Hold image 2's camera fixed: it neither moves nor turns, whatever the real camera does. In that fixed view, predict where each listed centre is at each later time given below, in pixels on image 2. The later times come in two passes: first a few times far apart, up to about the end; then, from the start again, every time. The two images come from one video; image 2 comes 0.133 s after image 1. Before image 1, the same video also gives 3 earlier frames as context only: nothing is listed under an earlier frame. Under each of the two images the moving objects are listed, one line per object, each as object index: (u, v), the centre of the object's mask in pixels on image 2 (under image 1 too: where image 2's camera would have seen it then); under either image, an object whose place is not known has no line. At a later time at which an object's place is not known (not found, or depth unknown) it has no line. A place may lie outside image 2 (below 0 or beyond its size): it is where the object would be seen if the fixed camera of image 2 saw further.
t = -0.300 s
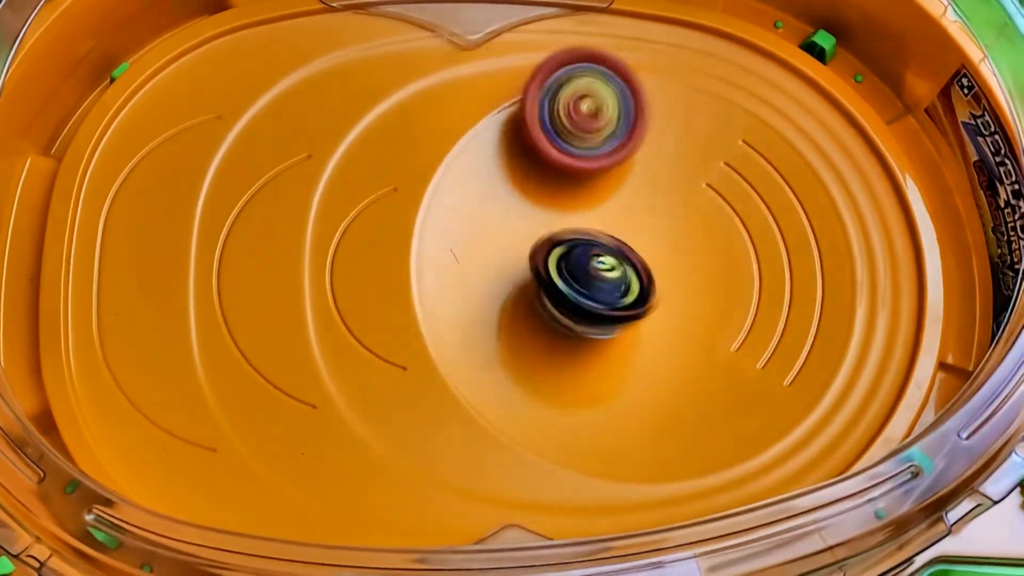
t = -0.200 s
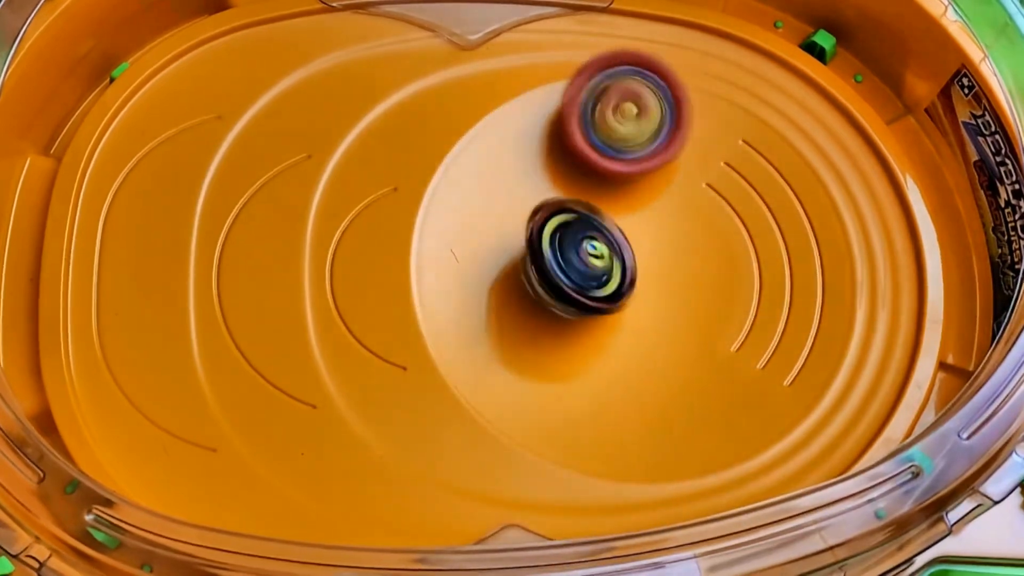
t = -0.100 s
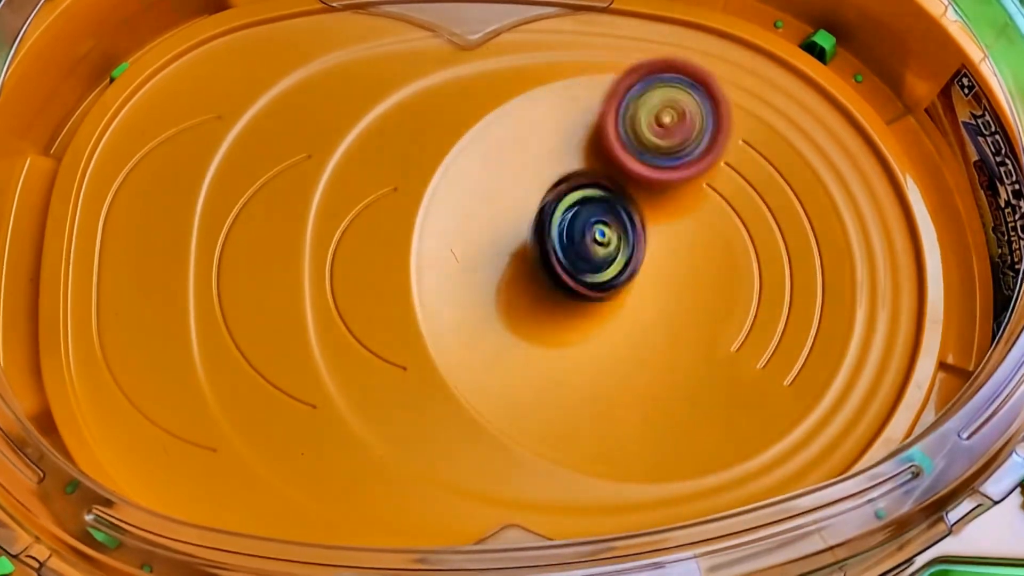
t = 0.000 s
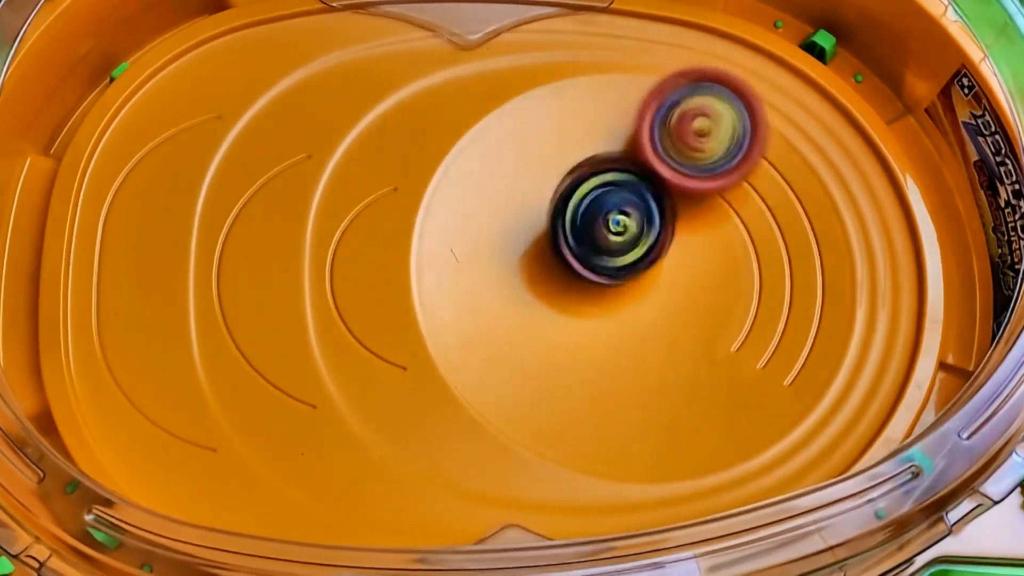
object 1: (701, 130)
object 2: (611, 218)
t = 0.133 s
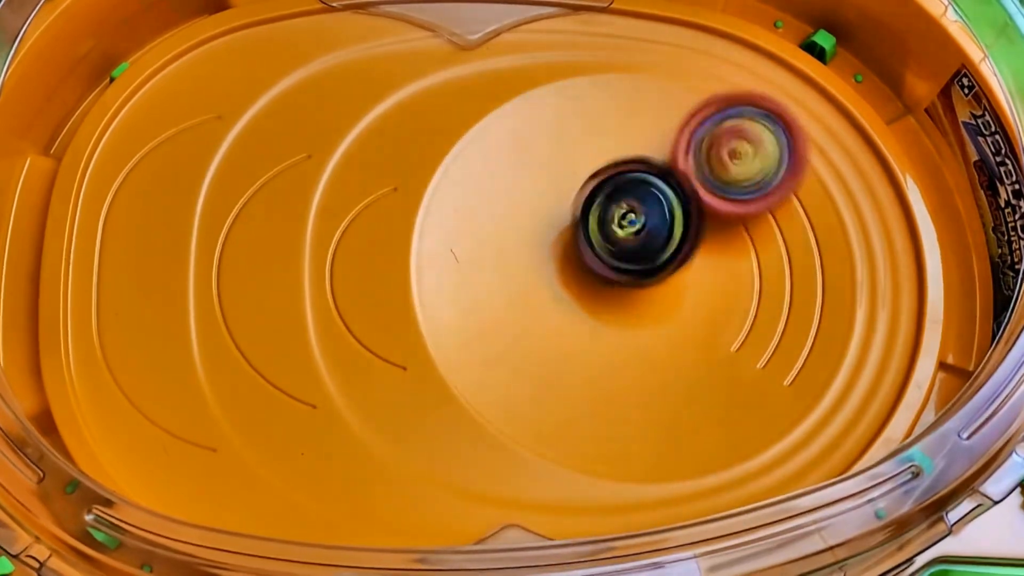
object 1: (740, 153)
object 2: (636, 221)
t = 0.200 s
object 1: (764, 163)
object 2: (632, 235)
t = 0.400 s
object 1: (803, 199)
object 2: (621, 263)
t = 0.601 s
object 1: (769, 257)
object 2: (618, 242)
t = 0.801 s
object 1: (726, 337)
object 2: (621, 208)
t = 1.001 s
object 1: (675, 391)
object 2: (617, 237)
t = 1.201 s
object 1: (609, 400)
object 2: (612, 252)
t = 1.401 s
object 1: (550, 351)
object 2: (614, 246)
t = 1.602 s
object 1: (491, 286)
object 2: (653, 258)
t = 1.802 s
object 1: (476, 223)
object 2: (667, 263)
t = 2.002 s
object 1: (523, 173)
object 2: (646, 250)
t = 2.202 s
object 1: (595, 142)
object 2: (656, 263)
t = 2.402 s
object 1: (661, 137)
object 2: (651, 260)
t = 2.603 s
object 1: (723, 163)
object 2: (642, 272)
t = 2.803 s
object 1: (771, 210)
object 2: (608, 281)
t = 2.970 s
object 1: (775, 247)
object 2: (595, 274)
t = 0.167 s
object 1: (753, 159)
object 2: (631, 229)
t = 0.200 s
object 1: (764, 163)
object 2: (632, 235)
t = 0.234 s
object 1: (775, 168)
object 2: (633, 244)
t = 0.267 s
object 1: (783, 172)
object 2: (632, 250)
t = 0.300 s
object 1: (790, 177)
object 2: (631, 255)
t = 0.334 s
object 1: (796, 184)
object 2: (628, 258)
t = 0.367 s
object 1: (801, 192)
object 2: (626, 261)
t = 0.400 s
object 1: (803, 199)
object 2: (621, 263)
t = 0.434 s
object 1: (802, 208)
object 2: (617, 262)
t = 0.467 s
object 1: (801, 218)
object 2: (615, 257)
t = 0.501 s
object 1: (798, 228)
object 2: (611, 254)
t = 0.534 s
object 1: (790, 237)
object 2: (610, 251)
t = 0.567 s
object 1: (779, 246)
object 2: (614, 249)
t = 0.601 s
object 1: (769, 257)
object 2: (618, 242)
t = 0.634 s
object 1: (758, 268)
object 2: (619, 237)
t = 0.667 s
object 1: (748, 277)
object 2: (621, 236)
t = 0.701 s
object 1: (742, 293)
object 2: (619, 235)
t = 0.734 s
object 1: (738, 310)
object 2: (615, 225)
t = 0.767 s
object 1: (732, 324)
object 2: (617, 215)
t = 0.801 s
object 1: (726, 337)
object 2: (621, 208)
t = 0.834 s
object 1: (720, 349)
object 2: (626, 206)
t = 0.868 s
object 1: (712, 359)
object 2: (633, 208)
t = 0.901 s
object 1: (703, 368)
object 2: (637, 216)
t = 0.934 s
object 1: (695, 377)
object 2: (635, 225)
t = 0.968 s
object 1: (686, 384)
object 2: (628, 233)
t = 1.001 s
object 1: (675, 391)
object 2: (617, 237)
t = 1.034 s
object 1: (664, 397)
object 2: (612, 242)
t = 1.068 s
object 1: (654, 400)
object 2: (613, 245)
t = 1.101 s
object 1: (642, 403)
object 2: (613, 251)
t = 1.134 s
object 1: (631, 404)
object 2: (612, 254)
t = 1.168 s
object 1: (620, 403)
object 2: (612, 254)
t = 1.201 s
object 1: (609, 400)
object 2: (612, 252)
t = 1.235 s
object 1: (598, 397)
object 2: (613, 249)
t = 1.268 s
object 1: (587, 390)
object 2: (614, 249)
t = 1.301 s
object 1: (578, 383)
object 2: (619, 249)
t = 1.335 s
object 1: (567, 374)
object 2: (618, 247)
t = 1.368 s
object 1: (558, 363)
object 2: (615, 245)
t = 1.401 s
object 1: (550, 351)
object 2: (614, 246)
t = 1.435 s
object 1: (541, 339)
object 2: (616, 245)
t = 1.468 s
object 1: (531, 327)
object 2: (621, 248)
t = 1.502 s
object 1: (521, 316)
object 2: (628, 250)
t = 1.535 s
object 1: (512, 306)
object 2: (635, 251)
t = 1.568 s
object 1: (500, 296)
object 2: (645, 256)
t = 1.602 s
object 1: (491, 286)
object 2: (653, 258)
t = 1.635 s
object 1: (484, 276)
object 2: (661, 258)
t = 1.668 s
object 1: (479, 266)
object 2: (667, 260)
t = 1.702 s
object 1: (475, 257)
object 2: (671, 260)
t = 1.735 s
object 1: (474, 245)
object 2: (676, 260)
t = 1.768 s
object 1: (473, 234)
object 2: (676, 261)
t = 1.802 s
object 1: (476, 223)
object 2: (667, 263)
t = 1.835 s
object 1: (479, 212)
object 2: (658, 260)
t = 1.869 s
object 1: (485, 203)
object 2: (651, 256)
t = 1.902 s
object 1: (493, 194)
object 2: (649, 253)
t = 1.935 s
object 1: (501, 186)
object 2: (647, 251)
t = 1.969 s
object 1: (513, 179)
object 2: (646, 250)
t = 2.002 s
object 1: (523, 173)
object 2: (646, 250)
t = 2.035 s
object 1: (536, 169)
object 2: (646, 250)
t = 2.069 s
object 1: (549, 165)
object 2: (647, 250)
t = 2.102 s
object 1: (560, 160)
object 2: (650, 253)
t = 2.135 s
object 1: (571, 154)
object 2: (652, 256)
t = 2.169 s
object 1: (583, 149)
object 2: (653, 257)
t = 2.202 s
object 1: (595, 142)
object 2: (656, 263)
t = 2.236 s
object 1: (606, 138)
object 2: (659, 266)
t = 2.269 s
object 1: (617, 135)
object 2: (660, 266)
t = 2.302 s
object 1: (628, 133)
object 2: (657, 265)
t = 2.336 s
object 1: (639, 134)
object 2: (653, 261)
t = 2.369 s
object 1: (650, 134)
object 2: (651, 260)
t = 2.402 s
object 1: (661, 137)
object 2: (651, 260)
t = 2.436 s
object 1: (674, 140)
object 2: (650, 260)
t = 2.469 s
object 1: (686, 141)
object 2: (647, 266)
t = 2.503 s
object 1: (699, 144)
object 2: (643, 272)
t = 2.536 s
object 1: (709, 148)
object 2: (642, 273)
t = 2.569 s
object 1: (717, 154)
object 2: (642, 273)
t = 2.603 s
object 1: (723, 163)
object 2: (642, 272)
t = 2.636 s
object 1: (728, 172)
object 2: (642, 272)
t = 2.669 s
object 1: (731, 182)
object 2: (642, 272)
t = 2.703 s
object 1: (733, 191)
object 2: (642, 272)
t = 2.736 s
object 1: (734, 201)
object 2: (642, 272)
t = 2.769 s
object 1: (754, 209)
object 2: (624, 278)
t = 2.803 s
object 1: (771, 210)
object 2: (608, 281)
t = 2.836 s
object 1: (781, 218)
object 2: (599, 281)
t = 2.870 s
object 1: (785, 223)
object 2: (596, 279)
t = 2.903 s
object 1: (785, 231)
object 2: (595, 276)
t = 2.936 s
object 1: (781, 240)
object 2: (595, 274)
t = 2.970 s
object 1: (775, 247)
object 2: (595, 274)
